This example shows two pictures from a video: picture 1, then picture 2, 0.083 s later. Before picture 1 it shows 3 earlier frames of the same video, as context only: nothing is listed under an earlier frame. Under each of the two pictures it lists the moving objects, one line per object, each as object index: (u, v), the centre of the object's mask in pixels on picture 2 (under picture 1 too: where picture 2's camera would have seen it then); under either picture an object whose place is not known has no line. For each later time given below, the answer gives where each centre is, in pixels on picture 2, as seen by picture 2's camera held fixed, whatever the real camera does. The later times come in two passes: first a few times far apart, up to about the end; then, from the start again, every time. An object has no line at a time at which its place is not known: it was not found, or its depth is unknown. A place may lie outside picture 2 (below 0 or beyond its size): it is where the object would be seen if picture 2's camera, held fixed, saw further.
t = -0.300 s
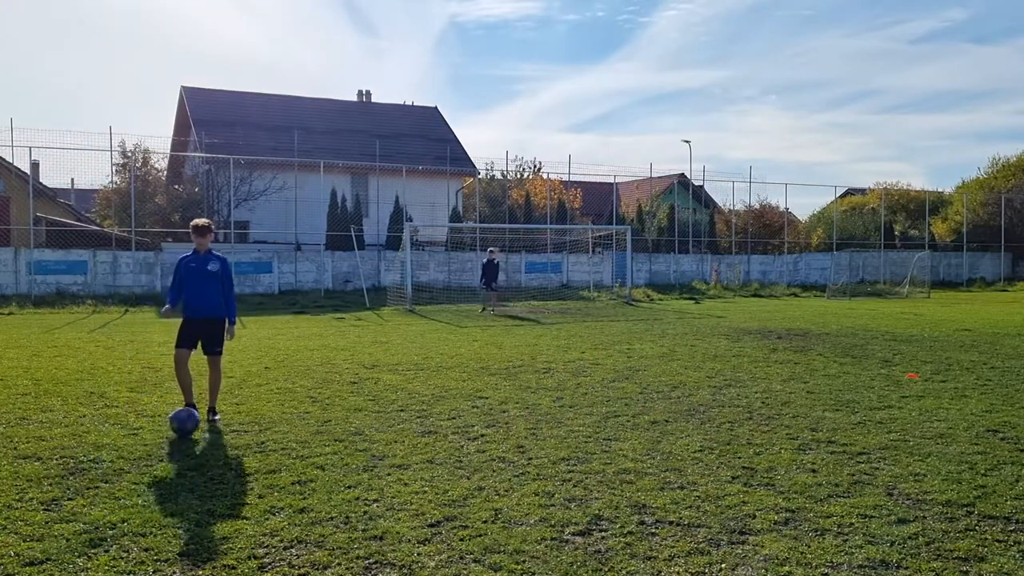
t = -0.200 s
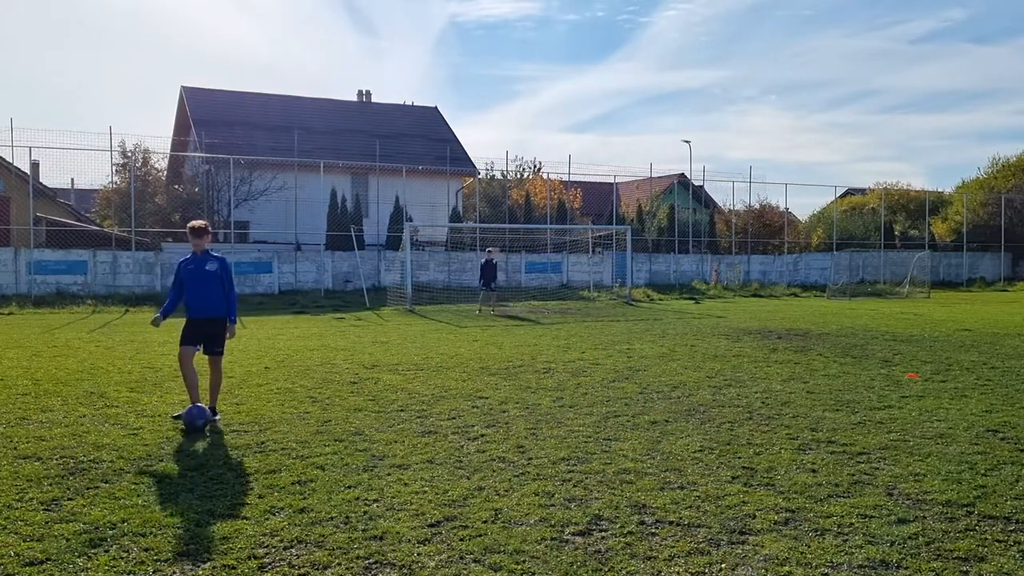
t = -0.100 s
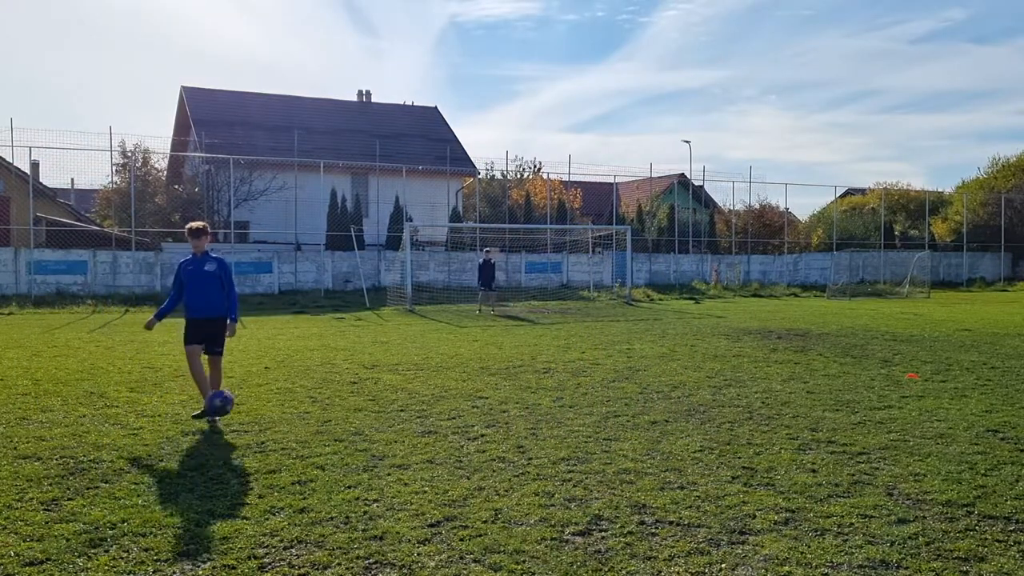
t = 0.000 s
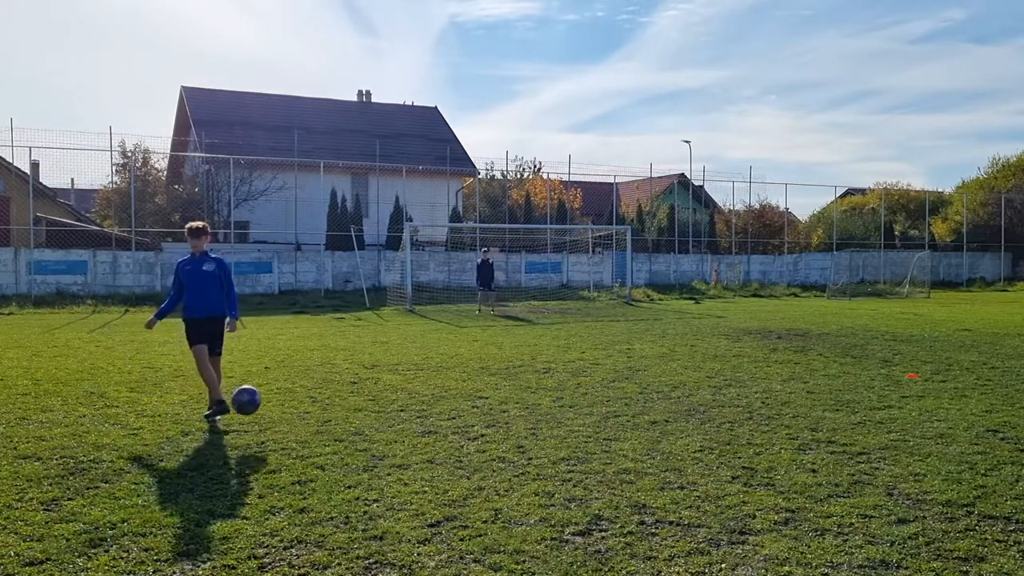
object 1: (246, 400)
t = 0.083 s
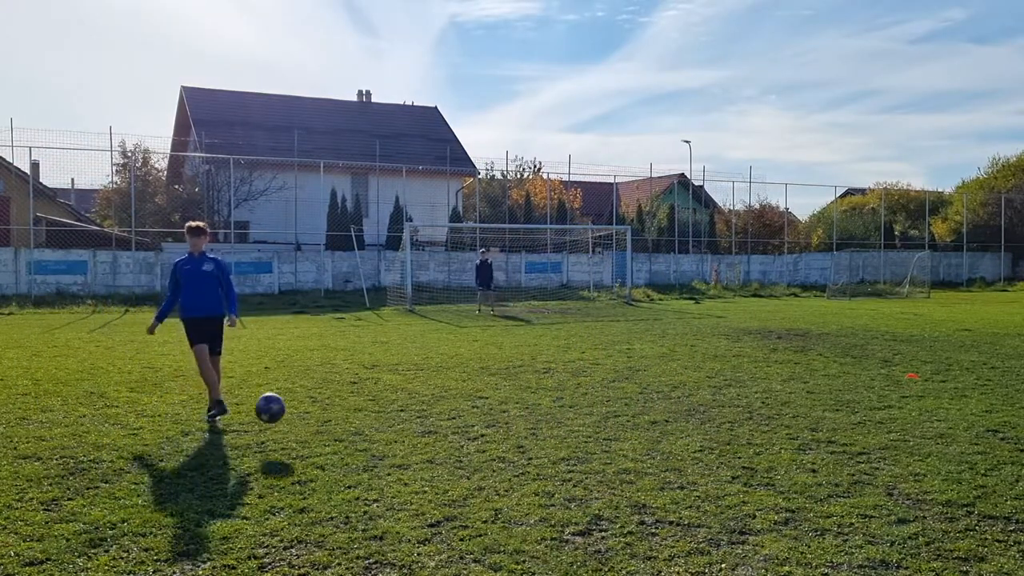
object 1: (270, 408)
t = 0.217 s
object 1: (312, 441)
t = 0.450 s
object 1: (360, 446)
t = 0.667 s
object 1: (400, 459)
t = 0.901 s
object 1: (442, 478)
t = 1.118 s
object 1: (485, 486)
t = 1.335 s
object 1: (529, 493)
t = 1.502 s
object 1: (561, 500)
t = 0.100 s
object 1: (275, 411)
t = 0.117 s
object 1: (280, 414)
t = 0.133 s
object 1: (285, 417)
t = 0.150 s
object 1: (290, 421)
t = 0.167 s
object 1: (295, 425)
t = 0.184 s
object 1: (301, 430)
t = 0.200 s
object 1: (306, 435)
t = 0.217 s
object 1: (312, 441)
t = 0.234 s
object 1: (317, 447)
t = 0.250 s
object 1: (321, 449)
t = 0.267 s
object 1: (324, 447)
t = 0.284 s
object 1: (328, 445)
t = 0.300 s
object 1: (331, 443)
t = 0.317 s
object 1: (334, 442)
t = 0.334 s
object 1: (337, 441)
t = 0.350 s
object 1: (341, 441)
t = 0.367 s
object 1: (343, 441)
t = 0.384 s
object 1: (347, 441)
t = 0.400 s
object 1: (350, 441)
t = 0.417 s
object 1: (354, 443)
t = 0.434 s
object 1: (357, 445)
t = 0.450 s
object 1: (360, 446)
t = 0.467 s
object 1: (364, 449)
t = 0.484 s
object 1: (367, 452)
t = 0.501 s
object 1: (371, 455)
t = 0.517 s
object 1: (374, 460)
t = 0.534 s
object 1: (377, 462)
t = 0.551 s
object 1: (380, 460)
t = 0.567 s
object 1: (383, 458)
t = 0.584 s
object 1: (386, 458)
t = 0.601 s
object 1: (389, 457)
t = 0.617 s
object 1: (392, 457)
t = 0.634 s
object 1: (395, 457)
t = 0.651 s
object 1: (398, 458)
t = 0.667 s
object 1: (400, 459)
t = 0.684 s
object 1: (403, 460)
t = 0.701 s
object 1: (406, 462)
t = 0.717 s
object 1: (409, 465)
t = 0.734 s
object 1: (412, 468)
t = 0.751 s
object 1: (415, 470)
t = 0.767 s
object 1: (418, 470)
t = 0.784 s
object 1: (420, 470)
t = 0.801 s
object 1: (424, 470)
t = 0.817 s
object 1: (427, 470)
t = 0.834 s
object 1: (430, 471)
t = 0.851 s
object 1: (433, 472)
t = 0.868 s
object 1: (436, 473)
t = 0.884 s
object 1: (439, 476)
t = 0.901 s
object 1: (442, 478)
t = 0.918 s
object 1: (446, 479)
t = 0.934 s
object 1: (449, 478)
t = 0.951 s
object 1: (452, 479)
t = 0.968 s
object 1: (455, 480)
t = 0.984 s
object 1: (458, 481)
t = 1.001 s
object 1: (461, 482)
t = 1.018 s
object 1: (464, 484)
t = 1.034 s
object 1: (468, 484)
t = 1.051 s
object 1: (471, 484)
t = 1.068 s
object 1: (475, 484)
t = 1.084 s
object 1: (478, 484)
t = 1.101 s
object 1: (481, 485)
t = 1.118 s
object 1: (485, 486)
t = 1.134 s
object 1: (488, 487)
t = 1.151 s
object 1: (492, 488)
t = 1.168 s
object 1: (495, 489)
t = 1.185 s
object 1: (498, 488)
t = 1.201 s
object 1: (502, 488)
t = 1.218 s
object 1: (505, 488)
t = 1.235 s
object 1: (509, 488)
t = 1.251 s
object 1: (512, 490)
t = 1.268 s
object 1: (515, 491)
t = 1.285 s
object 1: (519, 493)
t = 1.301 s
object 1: (522, 493)
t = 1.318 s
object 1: (525, 493)
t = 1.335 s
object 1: (529, 493)
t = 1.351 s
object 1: (532, 493)
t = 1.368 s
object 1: (535, 494)
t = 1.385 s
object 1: (538, 495)
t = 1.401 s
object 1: (542, 496)
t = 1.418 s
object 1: (545, 496)
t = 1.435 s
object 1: (548, 496)
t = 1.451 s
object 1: (552, 496)
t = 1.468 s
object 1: (555, 497)
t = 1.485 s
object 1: (558, 498)
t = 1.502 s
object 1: (561, 500)
